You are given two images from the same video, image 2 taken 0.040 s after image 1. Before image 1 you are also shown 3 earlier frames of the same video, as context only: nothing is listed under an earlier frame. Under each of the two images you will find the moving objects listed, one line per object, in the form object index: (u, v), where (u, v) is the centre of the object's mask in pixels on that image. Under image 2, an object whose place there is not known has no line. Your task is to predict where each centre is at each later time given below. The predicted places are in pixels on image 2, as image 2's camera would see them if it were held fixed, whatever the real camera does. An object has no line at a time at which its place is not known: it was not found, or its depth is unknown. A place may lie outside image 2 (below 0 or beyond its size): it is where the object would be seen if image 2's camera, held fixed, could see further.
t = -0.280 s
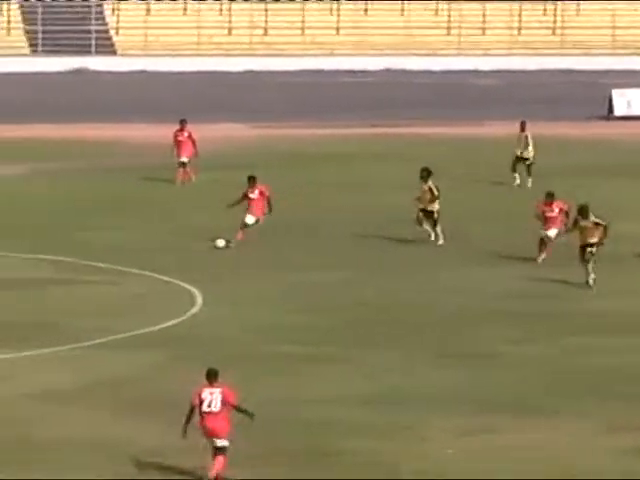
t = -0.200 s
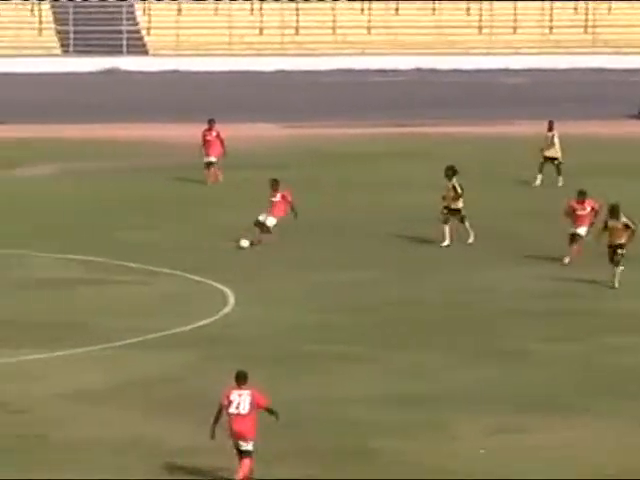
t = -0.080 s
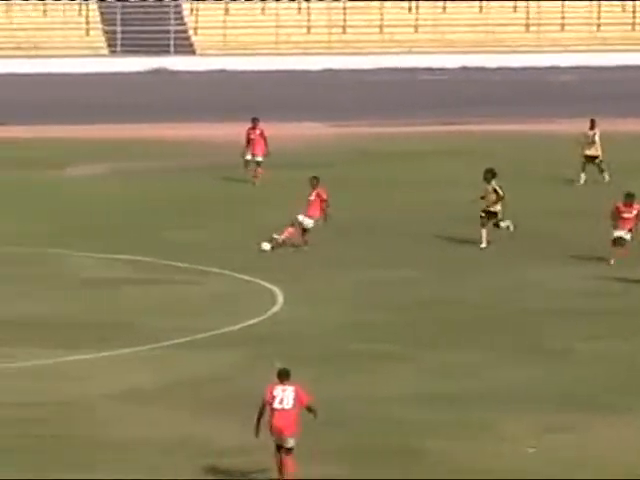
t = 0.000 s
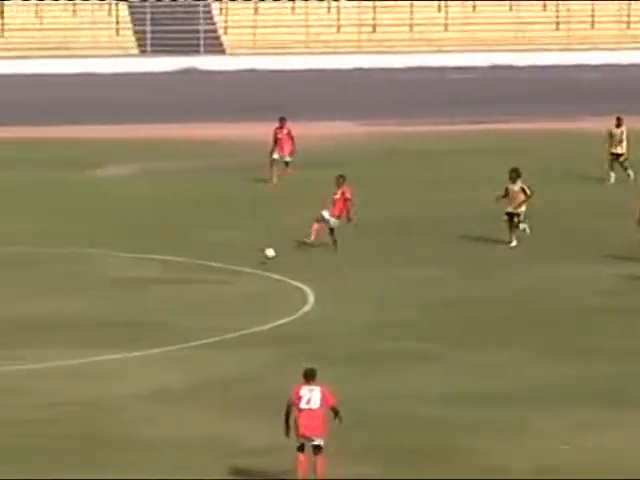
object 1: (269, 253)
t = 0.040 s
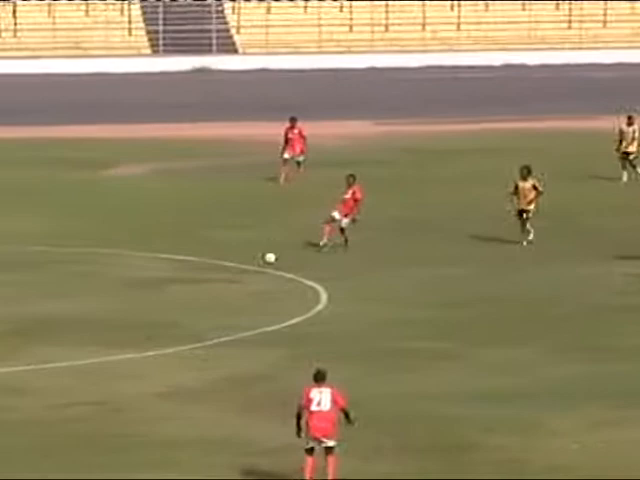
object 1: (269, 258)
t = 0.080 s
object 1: (258, 263)
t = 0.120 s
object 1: (247, 271)
